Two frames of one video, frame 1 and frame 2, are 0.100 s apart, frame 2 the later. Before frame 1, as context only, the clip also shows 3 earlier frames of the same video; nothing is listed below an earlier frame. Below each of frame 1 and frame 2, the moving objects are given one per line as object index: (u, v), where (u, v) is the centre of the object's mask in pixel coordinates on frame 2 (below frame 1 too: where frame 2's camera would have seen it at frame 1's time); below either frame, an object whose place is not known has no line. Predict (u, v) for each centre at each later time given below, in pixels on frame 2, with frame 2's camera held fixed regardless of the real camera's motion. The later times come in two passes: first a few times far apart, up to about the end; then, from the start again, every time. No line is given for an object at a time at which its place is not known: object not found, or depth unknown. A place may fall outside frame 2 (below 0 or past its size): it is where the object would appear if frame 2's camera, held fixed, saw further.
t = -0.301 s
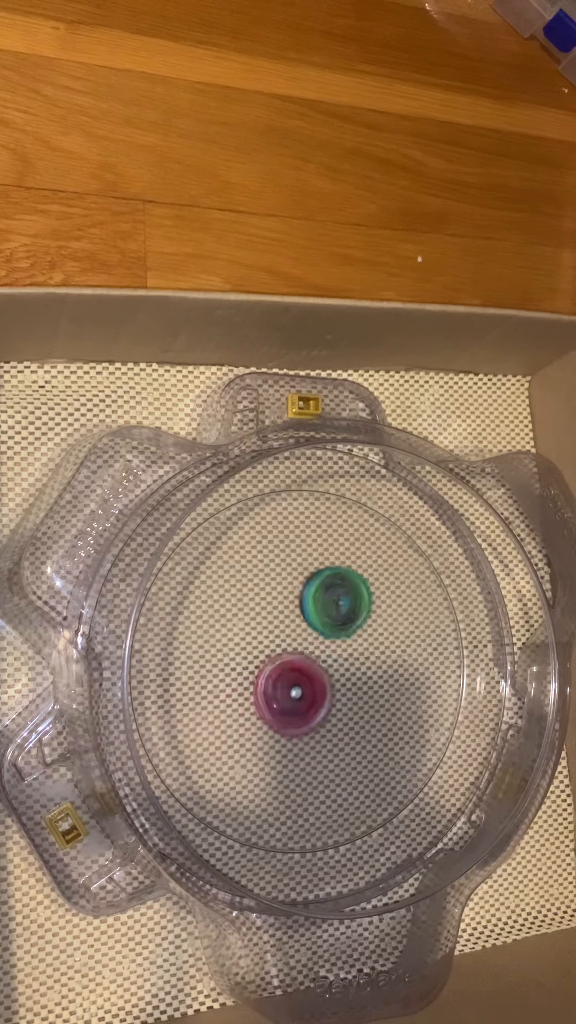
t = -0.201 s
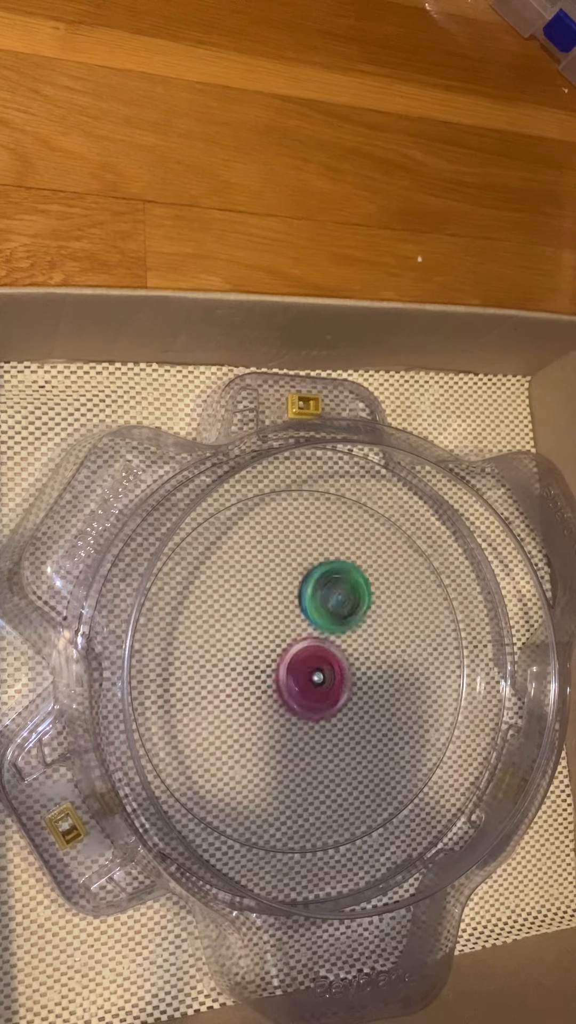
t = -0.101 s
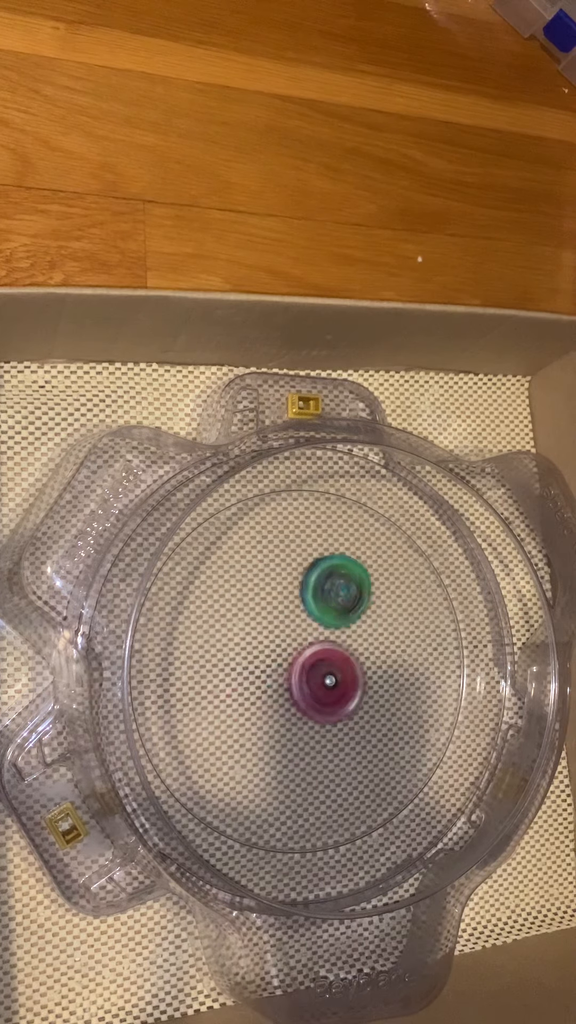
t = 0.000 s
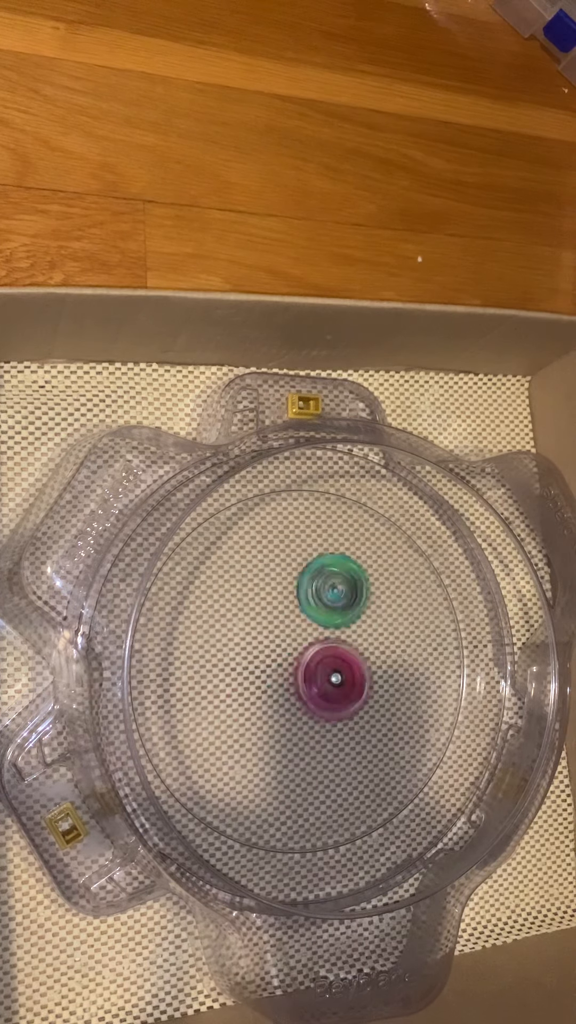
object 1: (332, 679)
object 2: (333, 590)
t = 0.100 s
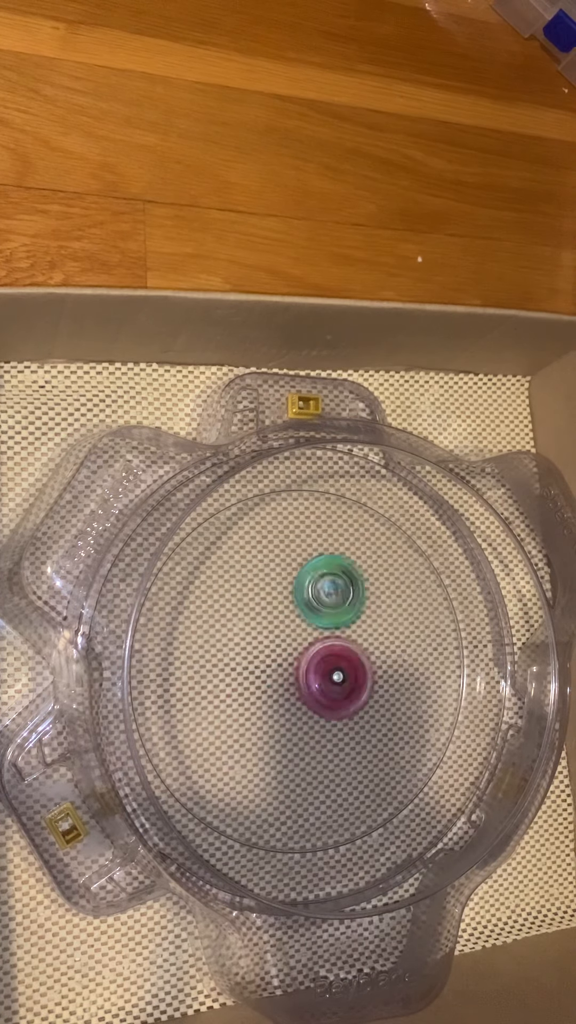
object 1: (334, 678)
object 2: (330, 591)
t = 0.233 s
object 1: (340, 682)
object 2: (316, 598)
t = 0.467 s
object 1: (344, 687)
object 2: (288, 627)
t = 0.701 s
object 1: (340, 687)
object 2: (274, 646)
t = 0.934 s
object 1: (334, 687)
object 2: (265, 652)
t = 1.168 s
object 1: (333, 688)
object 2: (263, 654)
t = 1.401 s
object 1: (335, 689)
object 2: (265, 656)
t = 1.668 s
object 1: (340, 684)
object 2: (266, 658)
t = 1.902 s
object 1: (350, 677)
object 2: (254, 653)
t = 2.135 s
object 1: (337, 670)
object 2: (253, 658)
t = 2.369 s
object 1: (337, 657)
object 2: (247, 663)
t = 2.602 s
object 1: (327, 651)
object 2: (252, 675)
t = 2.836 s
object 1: (326, 650)
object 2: (260, 691)
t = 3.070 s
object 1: (325, 649)
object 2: (264, 703)
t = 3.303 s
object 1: (324, 650)
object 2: (269, 709)
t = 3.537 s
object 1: (328, 647)
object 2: (275, 716)
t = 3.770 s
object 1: (329, 648)
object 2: (282, 718)
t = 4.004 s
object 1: (321, 644)
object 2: (293, 725)
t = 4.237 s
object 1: (299, 634)
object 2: (301, 725)
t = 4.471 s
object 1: (279, 636)
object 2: (315, 709)
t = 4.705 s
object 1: (268, 648)
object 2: (335, 692)
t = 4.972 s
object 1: (268, 661)
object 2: (368, 669)
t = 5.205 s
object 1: (282, 657)
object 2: (375, 651)
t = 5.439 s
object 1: (276, 669)
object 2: (369, 641)
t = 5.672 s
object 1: (268, 668)
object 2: (347, 644)
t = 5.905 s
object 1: (263, 674)
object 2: (350, 644)
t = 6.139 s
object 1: (267, 675)
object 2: (341, 651)
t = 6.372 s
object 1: (272, 685)
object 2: (340, 644)
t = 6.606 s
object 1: (269, 696)
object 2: (330, 642)
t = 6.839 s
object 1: (268, 703)
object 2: (327, 649)
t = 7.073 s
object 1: (273, 707)
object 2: (324, 646)
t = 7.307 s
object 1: (275, 705)
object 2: (329, 648)
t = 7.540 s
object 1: (273, 702)
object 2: (327, 646)
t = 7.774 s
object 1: (278, 701)
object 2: (320, 634)
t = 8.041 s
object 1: (276, 697)
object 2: (317, 633)
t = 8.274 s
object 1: (276, 698)
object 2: (316, 634)
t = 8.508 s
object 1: (275, 695)
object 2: (316, 634)
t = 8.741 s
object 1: (276, 695)
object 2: (316, 634)
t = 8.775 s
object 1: (276, 694)
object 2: (316, 634)
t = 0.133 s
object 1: (335, 677)
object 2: (328, 594)
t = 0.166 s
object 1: (336, 678)
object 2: (325, 597)
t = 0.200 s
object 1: (338, 682)
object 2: (321, 597)
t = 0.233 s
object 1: (340, 682)
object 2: (316, 598)
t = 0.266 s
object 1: (340, 682)
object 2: (312, 601)
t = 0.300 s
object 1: (340, 682)
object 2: (308, 606)
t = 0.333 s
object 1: (341, 683)
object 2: (304, 611)
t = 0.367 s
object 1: (343, 686)
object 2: (300, 615)
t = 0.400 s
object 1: (345, 686)
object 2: (295, 618)
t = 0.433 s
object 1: (344, 686)
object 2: (291, 623)
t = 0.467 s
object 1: (344, 687)
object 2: (288, 627)
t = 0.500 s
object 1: (343, 687)
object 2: (286, 631)
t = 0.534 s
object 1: (343, 687)
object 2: (283, 635)
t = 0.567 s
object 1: (343, 688)
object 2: (281, 638)
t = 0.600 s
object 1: (342, 688)
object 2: (279, 640)
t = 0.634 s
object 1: (341, 688)
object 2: (278, 642)
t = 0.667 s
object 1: (340, 688)
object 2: (277, 644)
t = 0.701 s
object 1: (340, 687)
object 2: (274, 646)
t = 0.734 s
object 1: (339, 688)
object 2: (272, 648)
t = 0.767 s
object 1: (338, 687)
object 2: (270, 649)
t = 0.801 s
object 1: (337, 687)
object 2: (269, 651)
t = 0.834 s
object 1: (337, 687)
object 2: (267, 652)
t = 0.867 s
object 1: (336, 686)
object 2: (266, 652)
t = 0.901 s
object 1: (335, 687)
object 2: (266, 652)
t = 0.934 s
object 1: (334, 687)
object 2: (265, 652)
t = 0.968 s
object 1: (334, 687)
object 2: (264, 652)
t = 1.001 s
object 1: (334, 686)
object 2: (263, 652)
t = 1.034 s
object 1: (334, 687)
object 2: (264, 652)
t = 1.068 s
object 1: (333, 687)
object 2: (263, 653)
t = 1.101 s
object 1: (333, 687)
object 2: (263, 653)
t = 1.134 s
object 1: (333, 688)
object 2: (263, 654)
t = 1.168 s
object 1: (333, 688)
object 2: (263, 654)
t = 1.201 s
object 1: (333, 688)
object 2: (263, 654)
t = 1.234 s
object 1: (334, 688)
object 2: (262, 654)
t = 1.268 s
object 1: (335, 688)
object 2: (262, 652)
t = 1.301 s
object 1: (335, 689)
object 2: (264, 653)
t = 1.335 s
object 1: (335, 689)
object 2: (265, 655)
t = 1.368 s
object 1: (335, 689)
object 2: (265, 656)
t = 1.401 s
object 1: (335, 689)
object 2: (265, 656)
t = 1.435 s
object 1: (336, 688)
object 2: (265, 656)
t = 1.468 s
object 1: (337, 687)
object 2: (265, 656)
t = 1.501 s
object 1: (338, 686)
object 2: (265, 655)
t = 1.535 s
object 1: (340, 686)
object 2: (265, 653)
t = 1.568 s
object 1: (340, 686)
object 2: (267, 653)
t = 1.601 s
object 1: (340, 685)
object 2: (268, 656)
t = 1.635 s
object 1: (340, 685)
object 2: (267, 658)
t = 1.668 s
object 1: (340, 684)
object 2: (266, 658)
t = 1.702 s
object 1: (339, 684)
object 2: (267, 657)
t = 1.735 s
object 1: (340, 683)
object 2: (267, 657)
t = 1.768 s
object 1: (340, 681)
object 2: (266, 656)
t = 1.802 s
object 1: (339, 679)
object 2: (267, 655)
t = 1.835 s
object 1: (344, 678)
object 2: (263, 653)
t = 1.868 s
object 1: (349, 679)
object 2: (258, 653)
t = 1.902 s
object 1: (350, 677)
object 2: (254, 653)
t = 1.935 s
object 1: (349, 677)
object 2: (252, 654)
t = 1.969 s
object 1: (349, 677)
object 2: (252, 653)
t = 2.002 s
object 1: (348, 677)
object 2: (252, 653)
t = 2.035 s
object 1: (346, 676)
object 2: (253, 654)
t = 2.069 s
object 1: (344, 675)
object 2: (253, 656)
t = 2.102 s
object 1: (341, 673)
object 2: (253, 657)
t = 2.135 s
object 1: (337, 670)
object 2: (253, 658)
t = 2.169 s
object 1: (332, 667)
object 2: (254, 659)
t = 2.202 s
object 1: (331, 664)
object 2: (254, 659)
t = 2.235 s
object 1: (337, 661)
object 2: (247, 659)
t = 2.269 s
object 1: (339, 657)
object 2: (244, 659)
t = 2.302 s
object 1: (338, 657)
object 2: (245, 658)
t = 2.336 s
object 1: (337, 657)
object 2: (246, 661)
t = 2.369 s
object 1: (337, 657)
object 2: (247, 663)
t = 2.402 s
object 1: (336, 657)
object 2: (247, 664)
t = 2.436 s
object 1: (335, 657)
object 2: (247, 666)
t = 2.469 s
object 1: (333, 656)
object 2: (247, 666)
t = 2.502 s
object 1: (330, 656)
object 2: (248, 668)
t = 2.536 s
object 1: (328, 656)
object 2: (250, 670)
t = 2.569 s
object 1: (326, 655)
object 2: (252, 672)
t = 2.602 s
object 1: (327, 651)
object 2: (252, 675)
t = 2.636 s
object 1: (327, 650)
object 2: (253, 677)
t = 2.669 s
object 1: (326, 650)
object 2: (254, 679)
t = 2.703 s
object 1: (326, 650)
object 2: (254, 682)
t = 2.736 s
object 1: (327, 649)
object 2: (257, 684)
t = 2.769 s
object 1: (325, 649)
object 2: (257, 687)
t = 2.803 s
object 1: (325, 650)
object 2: (259, 689)
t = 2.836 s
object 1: (326, 650)
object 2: (260, 691)
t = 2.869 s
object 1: (327, 648)
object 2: (262, 693)
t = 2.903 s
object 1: (325, 648)
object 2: (262, 695)
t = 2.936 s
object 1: (325, 649)
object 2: (262, 695)
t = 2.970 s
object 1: (326, 647)
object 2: (262, 697)
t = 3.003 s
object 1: (325, 646)
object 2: (263, 700)
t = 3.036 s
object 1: (324, 647)
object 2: (264, 702)
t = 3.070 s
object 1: (325, 649)
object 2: (264, 703)
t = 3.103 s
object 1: (325, 648)
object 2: (264, 704)
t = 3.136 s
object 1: (325, 648)
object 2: (266, 705)
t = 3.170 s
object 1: (324, 649)
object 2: (266, 707)
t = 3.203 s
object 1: (324, 650)
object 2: (267, 708)
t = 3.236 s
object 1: (324, 651)
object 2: (268, 708)
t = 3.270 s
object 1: (324, 650)
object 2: (268, 709)
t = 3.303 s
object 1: (324, 650)
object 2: (269, 709)
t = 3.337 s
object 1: (324, 651)
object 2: (270, 711)
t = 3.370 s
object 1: (324, 651)
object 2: (272, 712)
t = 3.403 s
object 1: (326, 648)
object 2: (272, 713)
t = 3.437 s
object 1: (327, 648)
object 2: (274, 715)
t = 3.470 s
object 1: (328, 647)
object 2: (274, 716)
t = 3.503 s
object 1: (328, 647)
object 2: (275, 716)
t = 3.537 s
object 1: (328, 647)
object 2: (275, 716)
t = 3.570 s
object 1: (328, 647)
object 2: (275, 716)
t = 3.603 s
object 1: (329, 647)
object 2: (277, 716)
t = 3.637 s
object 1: (329, 647)
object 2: (278, 716)
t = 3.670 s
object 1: (329, 647)
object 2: (279, 717)
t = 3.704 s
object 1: (329, 648)
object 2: (280, 717)
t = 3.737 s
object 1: (329, 648)
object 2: (281, 718)
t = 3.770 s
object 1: (329, 648)
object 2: (282, 718)
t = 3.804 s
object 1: (329, 648)
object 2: (285, 716)
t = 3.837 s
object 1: (329, 647)
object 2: (286, 719)
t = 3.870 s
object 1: (326, 645)
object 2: (288, 720)
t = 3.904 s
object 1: (324, 646)
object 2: (289, 720)
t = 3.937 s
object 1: (324, 645)
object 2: (290, 723)
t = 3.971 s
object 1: (323, 645)
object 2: (292, 724)
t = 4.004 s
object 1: (321, 644)
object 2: (293, 725)
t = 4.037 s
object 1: (318, 641)
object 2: (294, 727)
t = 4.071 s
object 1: (315, 640)
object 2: (296, 729)
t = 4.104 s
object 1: (312, 637)
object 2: (296, 729)
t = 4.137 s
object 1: (308, 636)
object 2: (296, 728)
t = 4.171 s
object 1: (305, 636)
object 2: (297, 728)
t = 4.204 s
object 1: (302, 633)
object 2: (299, 726)
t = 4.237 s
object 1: (299, 634)
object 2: (301, 725)
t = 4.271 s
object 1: (297, 634)
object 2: (303, 725)
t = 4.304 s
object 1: (293, 634)
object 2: (304, 720)
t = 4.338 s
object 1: (291, 636)
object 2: (305, 717)
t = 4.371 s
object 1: (288, 634)
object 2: (308, 715)
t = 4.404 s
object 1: (283, 636)
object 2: (310, 713)
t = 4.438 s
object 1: (281, 637)
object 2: (312, 712)
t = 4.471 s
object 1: (279, 636)
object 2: (315, 709)
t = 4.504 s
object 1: (277, 639)
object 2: (316, 706)
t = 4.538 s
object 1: (276, 640)
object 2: (319, 704)
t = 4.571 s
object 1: (273, 640)
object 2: (322, 702)
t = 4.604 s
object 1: (270, 643)
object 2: (326, 699)
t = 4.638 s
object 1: (269, 646)
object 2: (330, 696)
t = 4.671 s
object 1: (269, 646)
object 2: (333, 693)
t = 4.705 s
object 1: (268, 648)
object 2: (335, 692)
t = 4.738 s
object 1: (268, 650)
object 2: (337, 689)
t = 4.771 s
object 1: (270, 650)
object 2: (339, 686)
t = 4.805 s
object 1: (271, 654)
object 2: (340, 684)
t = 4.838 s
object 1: (273, 655)
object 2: (342, 683)
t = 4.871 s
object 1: (272, 655)
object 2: (347, 681)
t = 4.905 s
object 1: (268, 657)
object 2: (356, 679)
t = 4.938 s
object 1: (267, 659)
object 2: (362, 674)
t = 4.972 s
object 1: (268, 661)
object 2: (368, 669)
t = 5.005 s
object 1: (269, 660)
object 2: (372, 664)
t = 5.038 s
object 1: (270, 659)
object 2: (375, 661)
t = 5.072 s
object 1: (271, 658)
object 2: (375, 658)
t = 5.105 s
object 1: (272, 657)
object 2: (375, 654)
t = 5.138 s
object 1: (273, 658)
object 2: (375, 653)
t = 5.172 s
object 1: (279, 658)
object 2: (375, 652)
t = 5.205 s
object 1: (282, 657)
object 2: (375, 651)
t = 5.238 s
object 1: (286, 657)
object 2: (374, 649)
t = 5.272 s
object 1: (291, 658)
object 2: (372, 646)
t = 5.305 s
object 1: (295, 657)
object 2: (370, 645)
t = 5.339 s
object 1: (295, 663)
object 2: (368, 642)
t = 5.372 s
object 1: (290, 667)
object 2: (370, 641)
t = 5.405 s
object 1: (285, 665)
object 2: (371, 641)
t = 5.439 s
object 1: (276, 669)
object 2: (369, 641)
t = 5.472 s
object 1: (274, 670)
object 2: (366, 640)
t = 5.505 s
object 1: (272, 668)
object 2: (365, 639)
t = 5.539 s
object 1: (271, 666)
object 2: (364, 641)
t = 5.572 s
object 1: (268, 666)
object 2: (360, 643)
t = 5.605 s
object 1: (267, 667)
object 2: (355, 643)
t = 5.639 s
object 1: (266, 668)
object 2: (350, 643)
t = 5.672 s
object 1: (268, 668)
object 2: (347, 644)
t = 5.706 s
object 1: (270, 664)
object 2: (342, 648)
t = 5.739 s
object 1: (269, 665)
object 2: (342, 650)
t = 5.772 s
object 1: (268, 665)
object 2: (343, 651)
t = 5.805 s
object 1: (264, 669)
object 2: (346, 651)
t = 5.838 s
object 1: (264, 673)
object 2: (349, 647)
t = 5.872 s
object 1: (264, 674)
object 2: (350, 644)
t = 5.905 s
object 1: (263, 674)
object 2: (350, 644)
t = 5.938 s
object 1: (260, 674)
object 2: (346, 644)
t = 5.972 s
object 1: (260, 675)
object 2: (342, 644)
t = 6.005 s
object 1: (262, 676)
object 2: (340, 644)
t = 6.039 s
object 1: (267, 675)
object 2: (338, 646)
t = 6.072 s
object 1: (267, 675)
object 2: (337, 650)
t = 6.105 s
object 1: (267, 675)
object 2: (339, 651)
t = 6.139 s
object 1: (267, 675)
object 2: (341, 651)
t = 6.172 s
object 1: (268, 677)
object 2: (343, 648)
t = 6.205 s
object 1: (270, 680)
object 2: (344, 647)
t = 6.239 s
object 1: (273, 680)
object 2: (342, 649)
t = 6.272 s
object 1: (273, 683)
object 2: (342, 649)
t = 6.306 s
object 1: (274, 684)
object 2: (342, 648)
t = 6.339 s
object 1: (273, 684)
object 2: (340, 646)
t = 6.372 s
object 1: (272, 685)
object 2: (340, 644)
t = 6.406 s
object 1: (274, 688)
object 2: (339, 645)
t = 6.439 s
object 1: (276, 691)
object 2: (338, 646)
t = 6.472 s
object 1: (275, 693)
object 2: (338, 645)
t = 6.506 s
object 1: (274, 695)
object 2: (337, 645)
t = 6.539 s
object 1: (272, 695)
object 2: (333, 644)
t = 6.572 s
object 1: (270, 695)
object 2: (330, 642)
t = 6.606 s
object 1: (269, 696)
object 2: (330, 642)
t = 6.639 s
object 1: (269, 698)
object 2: (329, 645)
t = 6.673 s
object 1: (272, 699)
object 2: (328, 649)
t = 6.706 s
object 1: (271, 702)
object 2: (329, 651)
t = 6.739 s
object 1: (271, 704)
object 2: (329, 651)
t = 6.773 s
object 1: (270, 704)
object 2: (329, 651)
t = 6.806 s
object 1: (269, 704)
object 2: (329, 650)
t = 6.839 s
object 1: (268, 703)
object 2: (327, 649)
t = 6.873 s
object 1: (267, 703)
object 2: (325, 647)
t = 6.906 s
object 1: (269, 704)
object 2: (325, 647)
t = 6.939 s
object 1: (271, 704)
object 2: (325, 648)
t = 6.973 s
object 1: (273, 704)
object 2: (325, 649)
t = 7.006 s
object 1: (271, 708)
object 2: (326, 648)
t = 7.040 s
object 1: (272, 708)
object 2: (325, 647)
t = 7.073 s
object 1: (273, 707)
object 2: (324, 646)
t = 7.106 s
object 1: (272, 706)
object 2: (325, 644)
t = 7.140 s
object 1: (271, 706)
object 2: (325, 644)
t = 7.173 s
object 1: (271, 703)
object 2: (324, 646)
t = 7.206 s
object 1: (271, 702)
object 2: (325, 648)
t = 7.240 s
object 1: (273, 702)
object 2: (326, 648)
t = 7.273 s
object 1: (273, 703)
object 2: (328, 648)
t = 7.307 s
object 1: (275, 705)
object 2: (329, 648)
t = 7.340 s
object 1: (277, 705)
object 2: (329, 647)
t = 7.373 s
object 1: (279, 705)
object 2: (328, 646)
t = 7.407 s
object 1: (278, 706)
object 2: (328, 647)
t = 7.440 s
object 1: (277, 709)
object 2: (330, 647)
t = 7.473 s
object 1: (276, 707)
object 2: (331, 647)
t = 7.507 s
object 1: (275, 704)
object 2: (329, 646)
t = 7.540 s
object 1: (273, 702)
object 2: (327, 646)
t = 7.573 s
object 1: (271, 702)
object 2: (327, 645)
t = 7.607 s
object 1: (269, 704)
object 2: (326, 642)
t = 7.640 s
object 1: (269, 705)
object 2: (326, 641)
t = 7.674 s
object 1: (271, 706)
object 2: (325, 638)
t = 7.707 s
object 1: (273, 706)
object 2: (324, 636)
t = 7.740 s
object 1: (276, 704)
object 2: (322, 634)
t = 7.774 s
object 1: (278, 701)
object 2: (320, 634)
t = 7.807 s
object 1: (278, 698)
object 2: (319, 634)
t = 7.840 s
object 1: (277, 697)
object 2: (318, 632)
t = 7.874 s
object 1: (277, 697)
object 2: (318, 631)
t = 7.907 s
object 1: (277, 697)
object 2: (317, 631)
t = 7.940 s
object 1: (277, 697)
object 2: (317, 631)
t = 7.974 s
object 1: (277, 697)
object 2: (317, 632)
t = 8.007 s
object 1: (277, 697)
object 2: (317, 633)
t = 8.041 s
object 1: (276, 697)
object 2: (317, 633)
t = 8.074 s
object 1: (276, 697)
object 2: (316, 633)
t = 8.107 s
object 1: (276, 697)
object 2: (316, 633)
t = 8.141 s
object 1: (276, 696)
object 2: (316, 633)
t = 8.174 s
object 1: (276, 697)
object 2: (316, 633)
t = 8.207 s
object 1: (276, 697)
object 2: (316, 633)
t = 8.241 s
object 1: (276, 698)
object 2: (316, 634)
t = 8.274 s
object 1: (276, 698)
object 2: (316, 634)
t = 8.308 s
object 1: (276, 698)
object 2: (316, 634)
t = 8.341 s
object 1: (276, 698)
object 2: (315, 635)
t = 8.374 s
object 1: (275, 698)
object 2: (315, 635)
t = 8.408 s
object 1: (275, 697)
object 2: (315, 635)
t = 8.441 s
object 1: (276, 697)
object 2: (316, 635)
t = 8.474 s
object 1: (276, 695)
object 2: (316, 634)
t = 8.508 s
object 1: (275, 695)
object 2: (316, 634)
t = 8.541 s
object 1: (275, 695)
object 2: (316, 634)
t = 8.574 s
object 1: (276, 695)
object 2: (316, 634)
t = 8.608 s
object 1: (276, 695)
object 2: (316, 634)
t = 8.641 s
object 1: (276, 695)
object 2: (316, 634)
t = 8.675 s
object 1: (276, 695)
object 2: (316, 634)
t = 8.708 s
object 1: (276, 695)
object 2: (316, 634)
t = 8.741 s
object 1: (276, 695)
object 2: (316, 634)
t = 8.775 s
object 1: (276, 694)
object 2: (316, 634)
